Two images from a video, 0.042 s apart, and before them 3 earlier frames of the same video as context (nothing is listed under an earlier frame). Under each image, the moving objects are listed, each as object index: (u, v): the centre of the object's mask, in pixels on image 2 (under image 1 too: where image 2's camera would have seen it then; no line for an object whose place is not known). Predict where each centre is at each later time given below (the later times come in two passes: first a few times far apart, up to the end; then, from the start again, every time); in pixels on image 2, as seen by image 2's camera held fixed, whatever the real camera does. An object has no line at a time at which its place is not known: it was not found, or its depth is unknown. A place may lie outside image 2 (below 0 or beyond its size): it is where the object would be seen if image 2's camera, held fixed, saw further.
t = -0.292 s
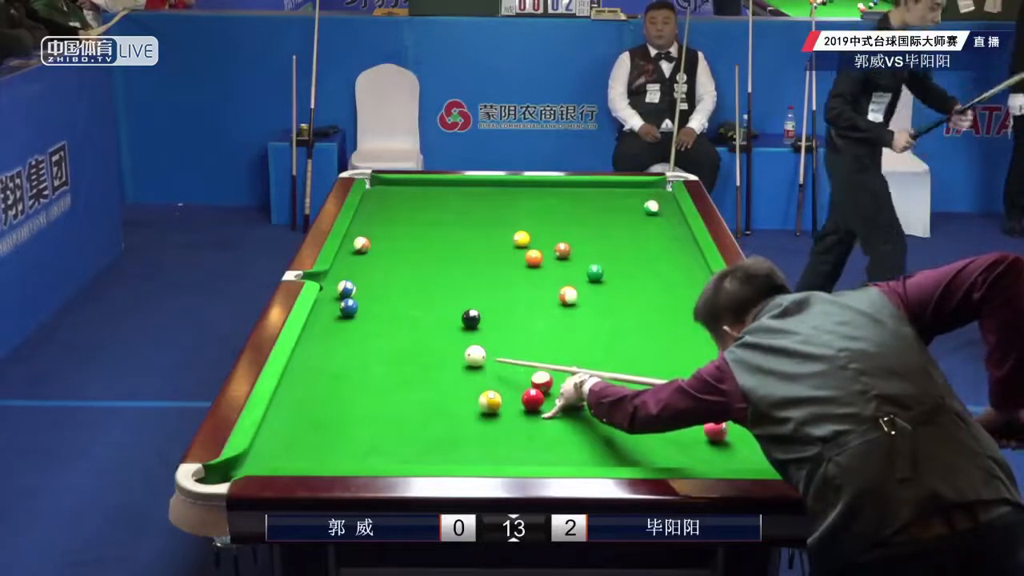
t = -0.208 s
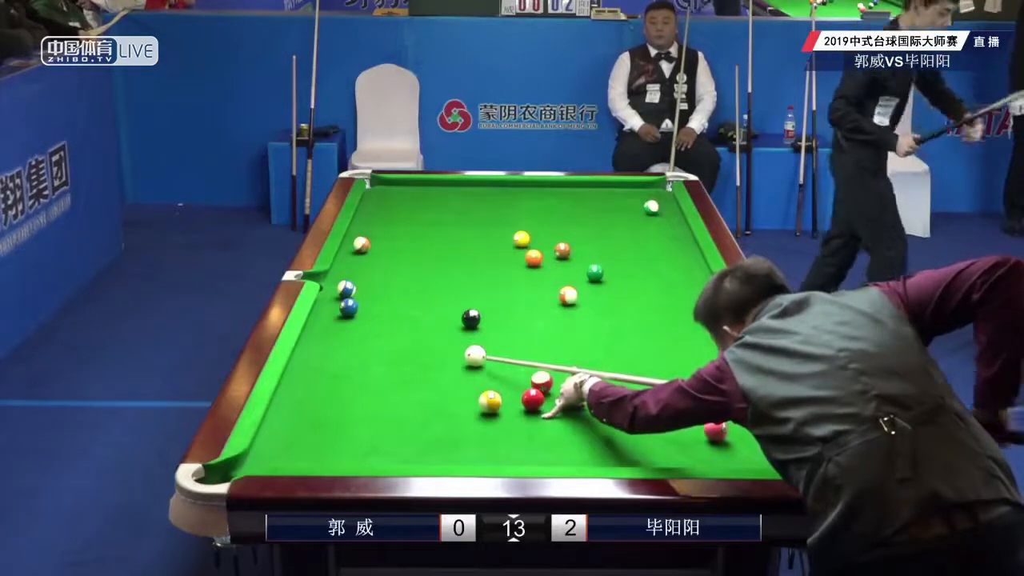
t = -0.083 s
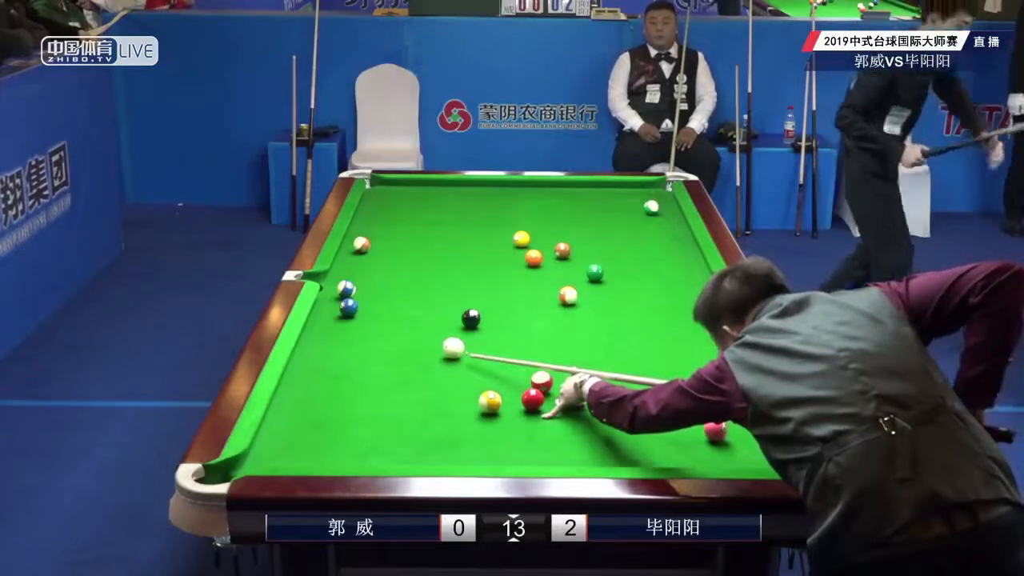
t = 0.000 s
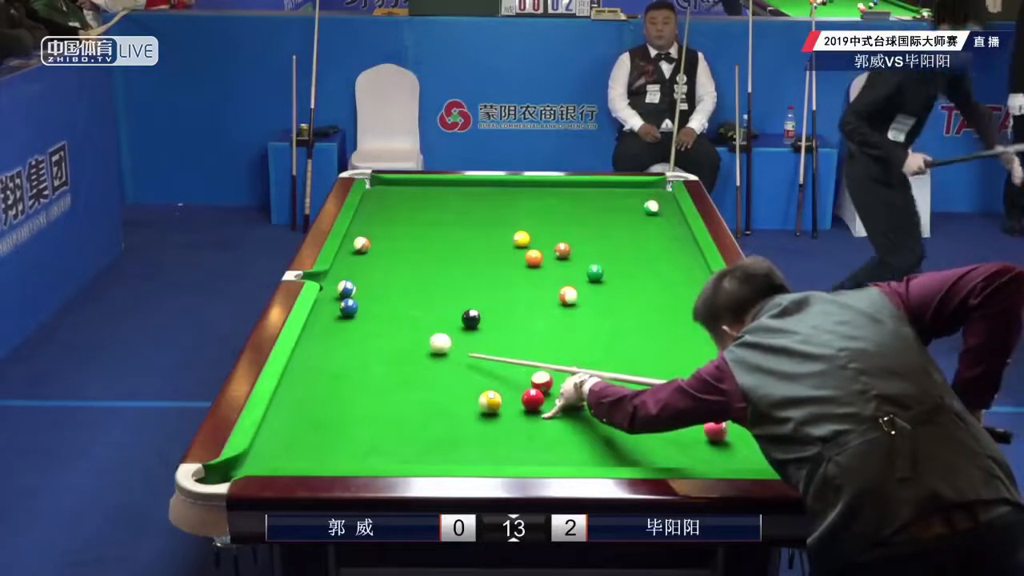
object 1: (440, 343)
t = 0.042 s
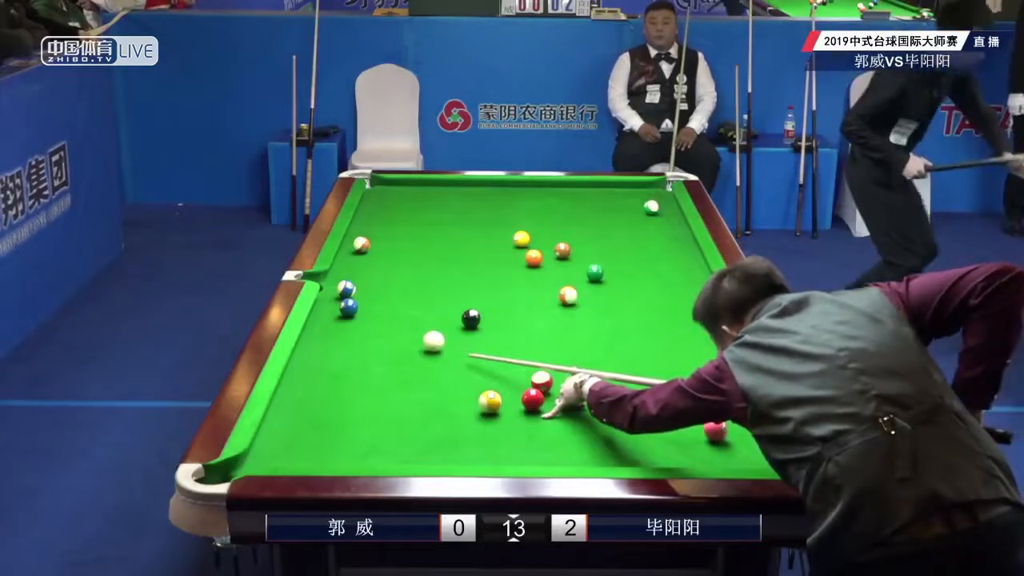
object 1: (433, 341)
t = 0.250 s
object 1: (403, 330)
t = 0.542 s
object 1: (364, 317)
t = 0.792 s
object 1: (337, 314)
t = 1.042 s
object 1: (320, 313)
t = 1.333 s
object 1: (329, 313)
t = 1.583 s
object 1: (337, 313)
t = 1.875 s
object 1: (344, 313)
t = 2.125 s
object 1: (349, 313)
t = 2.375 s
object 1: (350, 312)
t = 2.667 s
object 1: (351, 313)
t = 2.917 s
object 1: (351, 313)
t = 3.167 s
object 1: (351, 313)
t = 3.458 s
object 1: (351, 313)
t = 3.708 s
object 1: (351, 313)
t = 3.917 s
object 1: (351, 313)
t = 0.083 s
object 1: (427, 339)
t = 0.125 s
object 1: (421, 337)
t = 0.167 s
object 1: (415, 335)
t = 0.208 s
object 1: (409, 332)
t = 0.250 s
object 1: (403, 330)
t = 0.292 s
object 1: (397, 329)
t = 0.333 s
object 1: (392, 327)
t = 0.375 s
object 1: (386, 325)
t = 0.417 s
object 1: (380, 323)
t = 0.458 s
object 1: (375, 321)
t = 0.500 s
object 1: (370, 319)
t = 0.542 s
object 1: (364, 317)
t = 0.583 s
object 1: (359, 316)
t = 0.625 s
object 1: (354, 314)
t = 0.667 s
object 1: (351, 314)
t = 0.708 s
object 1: (344, 314)
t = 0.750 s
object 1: (341, 314)
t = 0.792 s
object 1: (337, 314)
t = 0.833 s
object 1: (335, 314)
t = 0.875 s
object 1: (331, 314)
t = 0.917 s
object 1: (329, 313)
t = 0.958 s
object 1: (326, 313)
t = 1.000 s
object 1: (323, 313)
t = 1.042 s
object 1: (320, 313)
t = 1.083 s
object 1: (319, 313)
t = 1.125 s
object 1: (321, 313)
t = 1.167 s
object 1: (323, 313)
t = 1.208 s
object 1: (324, 313)
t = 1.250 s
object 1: (326, 313)
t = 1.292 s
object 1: (327, 313)
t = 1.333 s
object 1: (329, 313)
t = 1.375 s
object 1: (330, 313)
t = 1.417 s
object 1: (332, 313)
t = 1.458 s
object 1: (333, 313)
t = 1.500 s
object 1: (334, 313)
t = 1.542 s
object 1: (335, 313)
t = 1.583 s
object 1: (337, 313)
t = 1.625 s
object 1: (338, 313)
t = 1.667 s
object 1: (338, 313)
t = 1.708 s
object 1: (341, 313)
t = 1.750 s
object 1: (342, 313)
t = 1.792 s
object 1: (343, 313)
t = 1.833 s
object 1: (344, 313)
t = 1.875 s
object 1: (344, 313)
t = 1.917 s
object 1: (346, 313)
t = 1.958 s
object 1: (346, 313)
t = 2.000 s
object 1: (347, 313)
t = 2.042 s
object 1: (348, 313)
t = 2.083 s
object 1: (349, 313)
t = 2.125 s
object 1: (349, 313)
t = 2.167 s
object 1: (349, 313)
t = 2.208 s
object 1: (349, 313)
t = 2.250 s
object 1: (350, 313)
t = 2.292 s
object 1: (350, 313)
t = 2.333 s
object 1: (350, 312)
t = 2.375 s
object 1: (350, 312)
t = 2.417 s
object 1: (351, 314)
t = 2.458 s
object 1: (351, 313)
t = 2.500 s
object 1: (351, 313)
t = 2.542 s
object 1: (351, 313)
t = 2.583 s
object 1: (351, 313)
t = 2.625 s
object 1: (351, 313)
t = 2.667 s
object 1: (351, 313)
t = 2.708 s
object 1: (351, 313)
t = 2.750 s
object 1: (351, 313)
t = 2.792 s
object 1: (351, 313)
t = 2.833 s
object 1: (351, 313)
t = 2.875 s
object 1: (351, 313)
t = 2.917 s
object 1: (351, 313)
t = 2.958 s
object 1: (351, 313)
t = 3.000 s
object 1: (351, 313)
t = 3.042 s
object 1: (351, 313)
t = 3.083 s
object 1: (351, 313)
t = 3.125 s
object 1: (351, 313)
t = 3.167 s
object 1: (351, 313)
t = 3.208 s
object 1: (351, 313)
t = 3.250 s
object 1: (351, 313)
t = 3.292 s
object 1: (351, 313)
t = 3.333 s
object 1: (351, 313)
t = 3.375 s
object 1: (351, 313)
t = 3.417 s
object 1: (351, 313)
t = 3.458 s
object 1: (351, 313)
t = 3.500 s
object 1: (351, 313)
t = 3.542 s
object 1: (351, 313)
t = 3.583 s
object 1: (351, 313)
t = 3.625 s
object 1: (351, 313)
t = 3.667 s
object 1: (351, 313)
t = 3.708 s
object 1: (351, 313)
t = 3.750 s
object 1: (351, 313)
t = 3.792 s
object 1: (351, 313)
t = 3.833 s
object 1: (351, 313)
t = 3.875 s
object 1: (351, 313)
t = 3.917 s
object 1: (351, 313)
